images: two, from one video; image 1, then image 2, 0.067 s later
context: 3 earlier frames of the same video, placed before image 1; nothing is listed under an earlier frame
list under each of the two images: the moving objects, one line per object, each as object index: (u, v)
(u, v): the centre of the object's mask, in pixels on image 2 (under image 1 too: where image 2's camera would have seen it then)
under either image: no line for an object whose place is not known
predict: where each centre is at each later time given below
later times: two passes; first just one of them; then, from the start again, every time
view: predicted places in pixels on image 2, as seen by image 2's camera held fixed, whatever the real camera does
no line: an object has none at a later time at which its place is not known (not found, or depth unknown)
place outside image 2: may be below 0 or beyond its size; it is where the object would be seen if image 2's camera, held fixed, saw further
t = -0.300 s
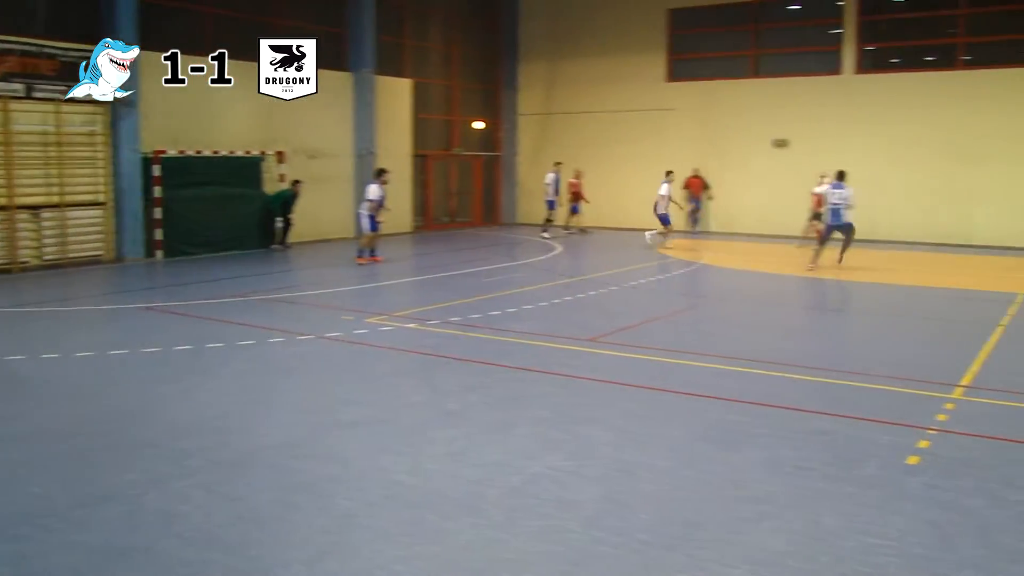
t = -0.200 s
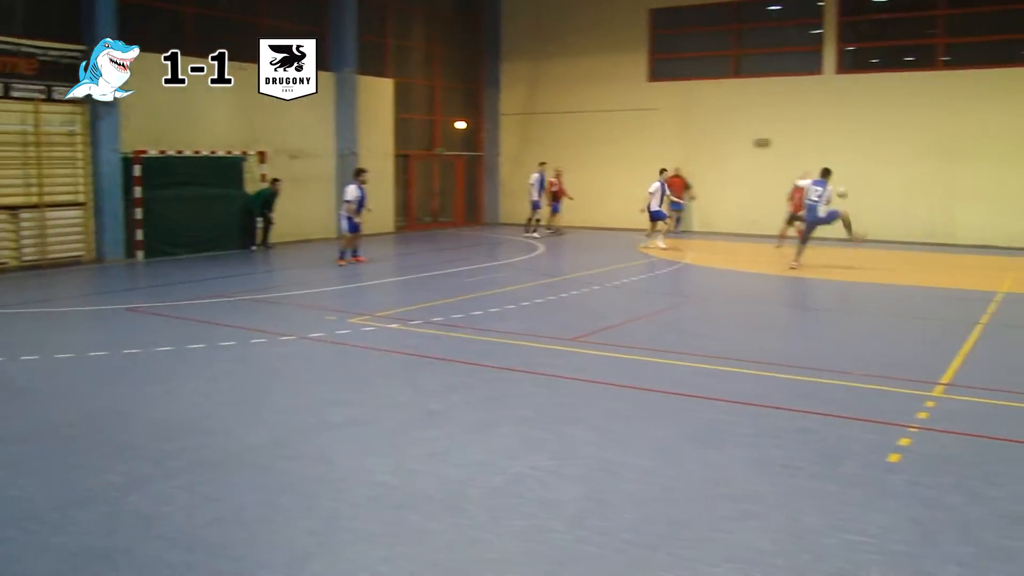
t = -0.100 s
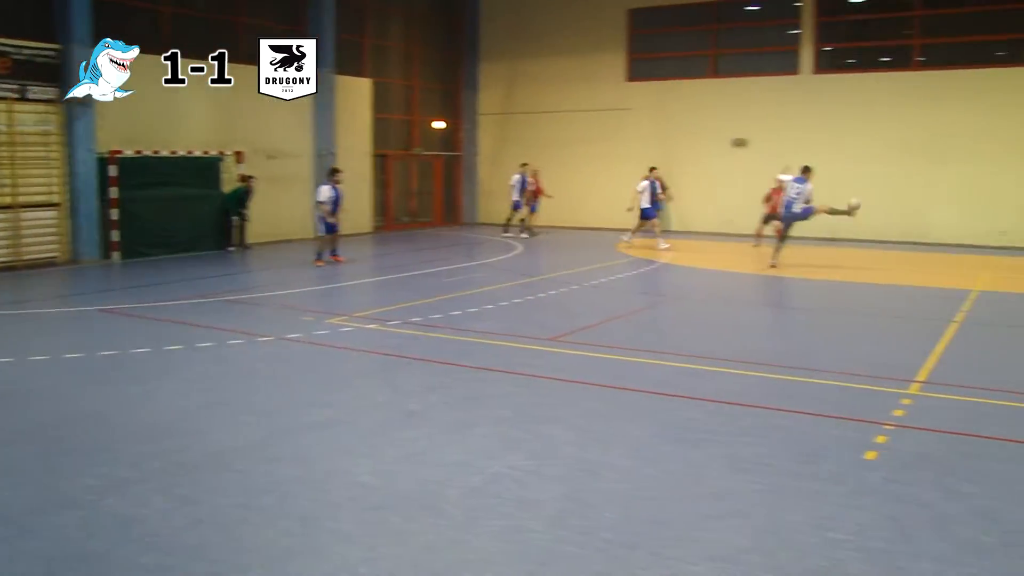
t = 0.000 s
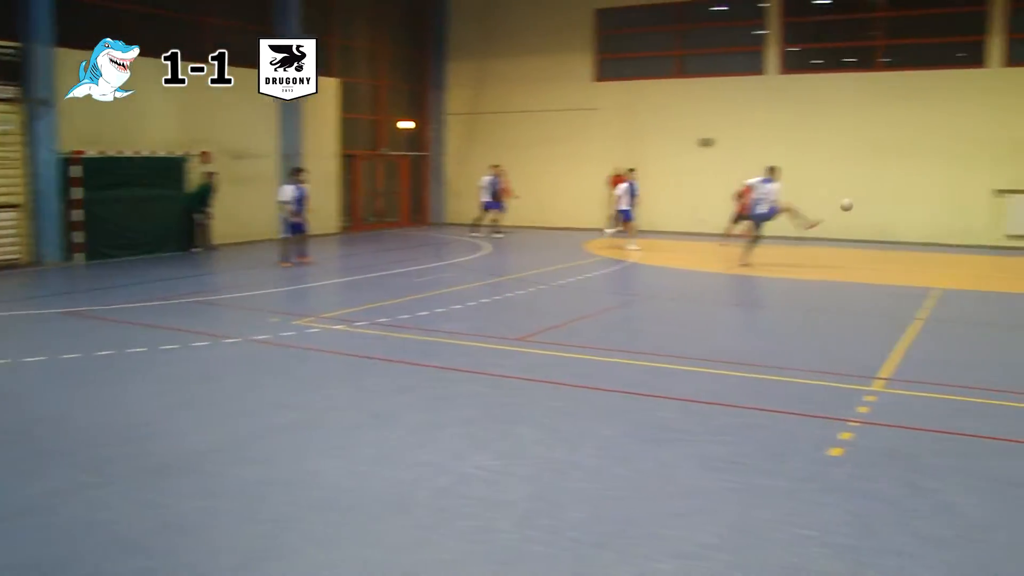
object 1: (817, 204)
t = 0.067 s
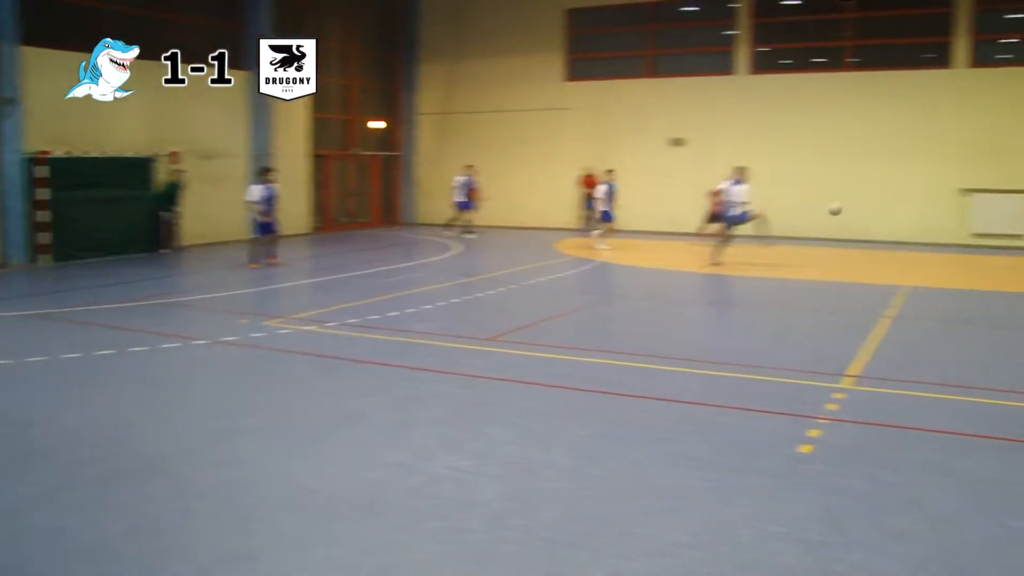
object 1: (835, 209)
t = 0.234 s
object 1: (889, 237)
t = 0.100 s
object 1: (844, 213)
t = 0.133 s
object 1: (855, 217)
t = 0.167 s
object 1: (867, 223)
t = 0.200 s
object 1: (878, 231)
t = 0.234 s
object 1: (889, 237)
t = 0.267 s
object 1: (897, 248)
